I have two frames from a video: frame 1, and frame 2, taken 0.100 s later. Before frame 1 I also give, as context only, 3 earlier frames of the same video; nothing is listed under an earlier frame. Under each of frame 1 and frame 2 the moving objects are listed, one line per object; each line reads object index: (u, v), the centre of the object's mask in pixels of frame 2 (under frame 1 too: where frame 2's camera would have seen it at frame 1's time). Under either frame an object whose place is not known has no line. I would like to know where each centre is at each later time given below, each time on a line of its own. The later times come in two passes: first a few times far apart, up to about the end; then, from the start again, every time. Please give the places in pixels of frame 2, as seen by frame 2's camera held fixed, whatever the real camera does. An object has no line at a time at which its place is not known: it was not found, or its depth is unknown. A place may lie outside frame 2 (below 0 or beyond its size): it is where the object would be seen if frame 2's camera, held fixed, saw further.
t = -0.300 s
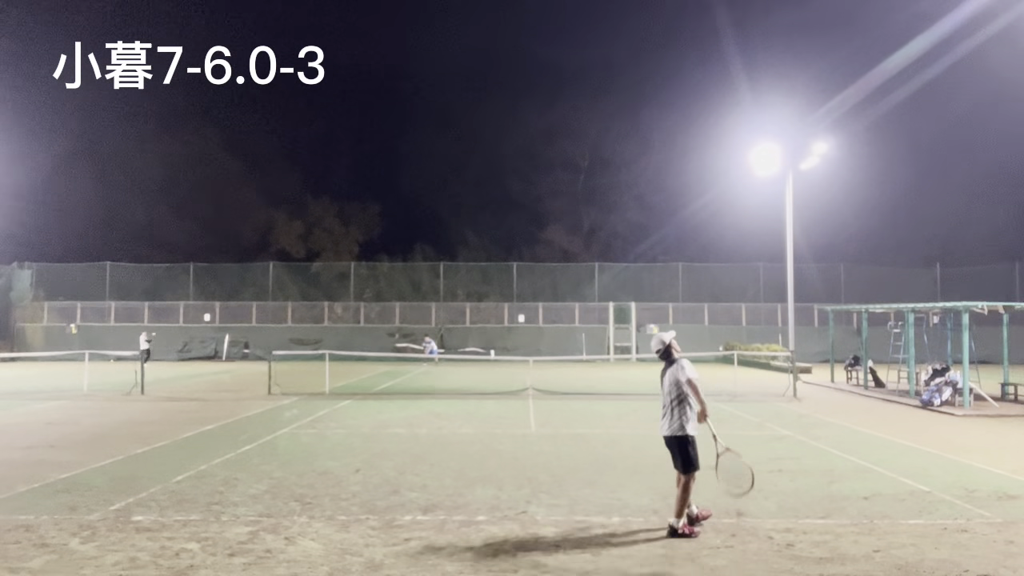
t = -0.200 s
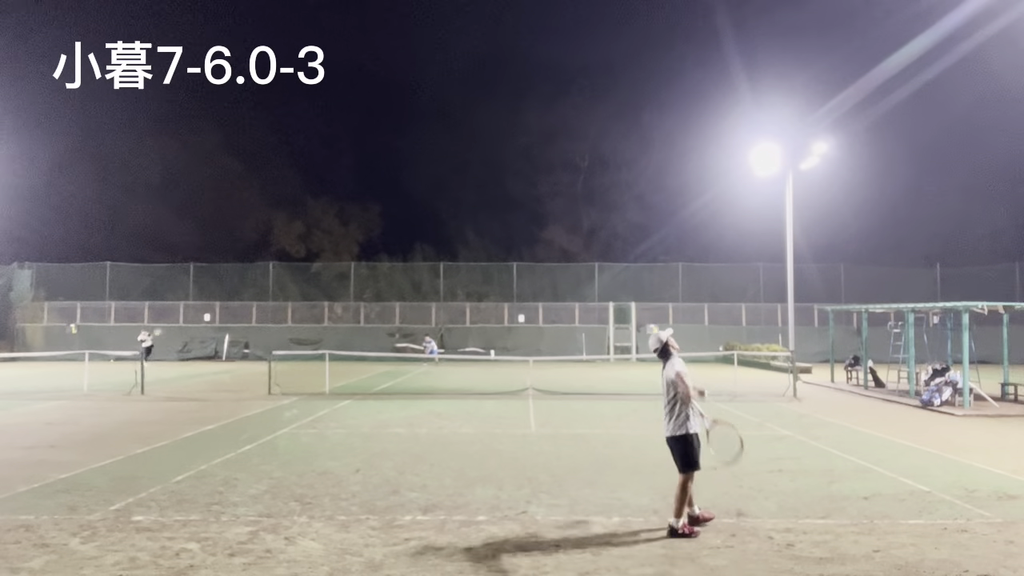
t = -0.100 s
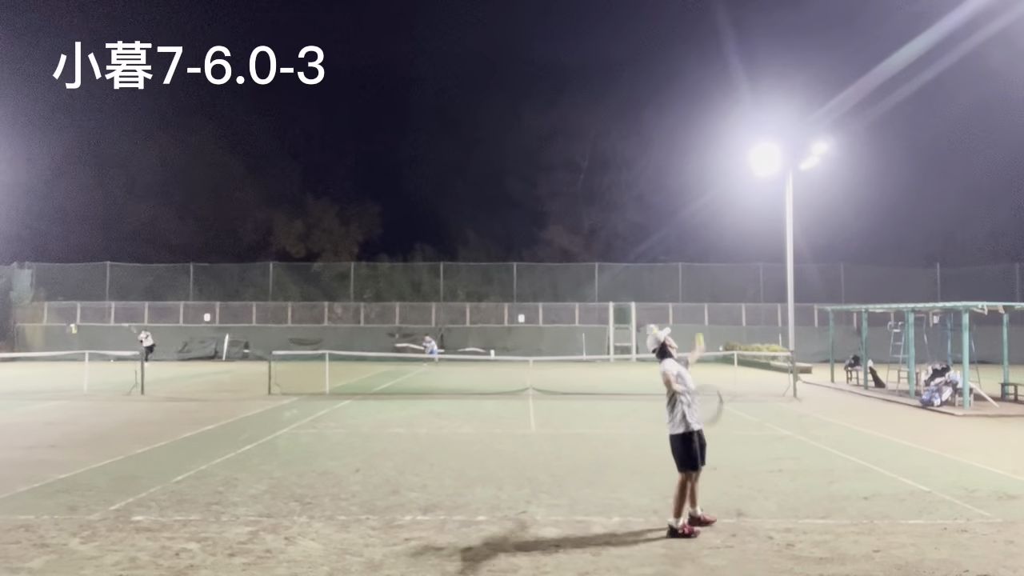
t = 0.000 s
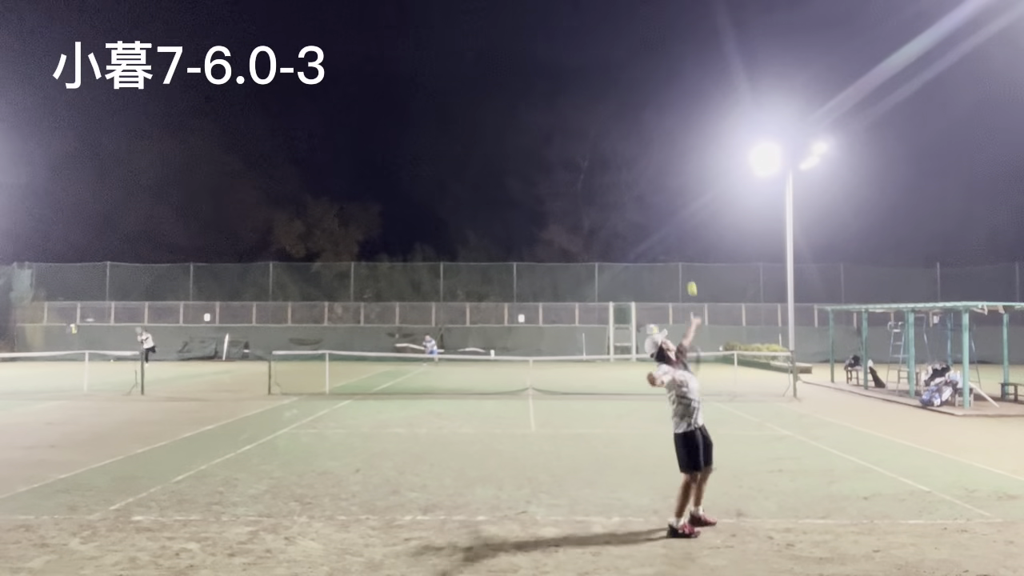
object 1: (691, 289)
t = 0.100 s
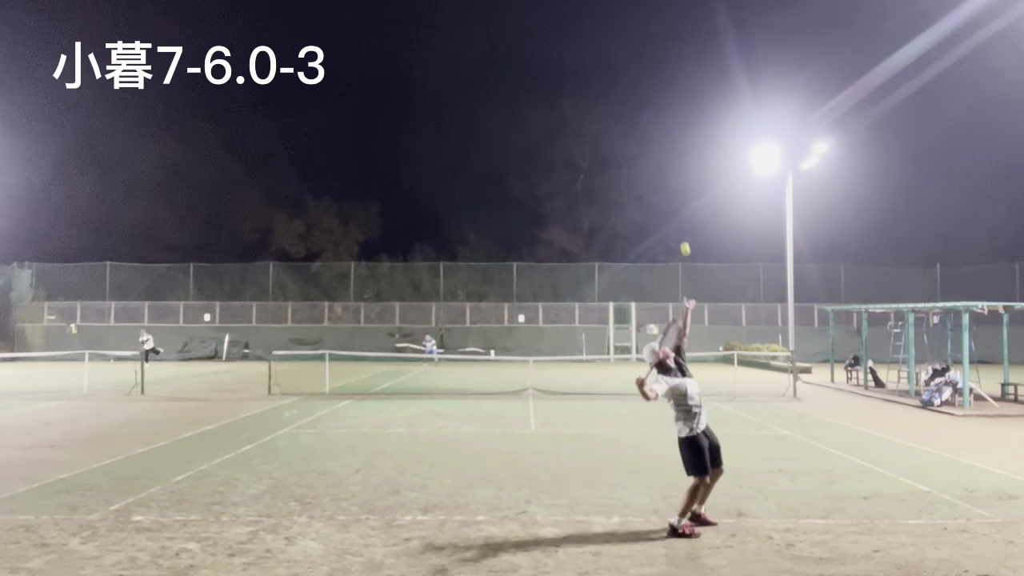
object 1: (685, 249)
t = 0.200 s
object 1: (678, 219)
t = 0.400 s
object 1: (665, 192)
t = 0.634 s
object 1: (651, 211)
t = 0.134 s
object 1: (683, 238)
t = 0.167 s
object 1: (680, 228)
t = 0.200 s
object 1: (678, 219)
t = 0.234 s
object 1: (676, 212)
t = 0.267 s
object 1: (674, 205)
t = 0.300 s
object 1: (672, 201)
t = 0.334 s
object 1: (669, 197)
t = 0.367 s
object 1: (667, 194)
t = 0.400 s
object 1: (665, 192)
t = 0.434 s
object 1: (663, 192)
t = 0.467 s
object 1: (661, 192)
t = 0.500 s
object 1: (659, 194)
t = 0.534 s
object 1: (657, 196)
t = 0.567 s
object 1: (655, 200)
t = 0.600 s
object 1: (653, 205)
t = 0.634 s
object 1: (651, 211)
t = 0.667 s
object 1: (649, 218)
